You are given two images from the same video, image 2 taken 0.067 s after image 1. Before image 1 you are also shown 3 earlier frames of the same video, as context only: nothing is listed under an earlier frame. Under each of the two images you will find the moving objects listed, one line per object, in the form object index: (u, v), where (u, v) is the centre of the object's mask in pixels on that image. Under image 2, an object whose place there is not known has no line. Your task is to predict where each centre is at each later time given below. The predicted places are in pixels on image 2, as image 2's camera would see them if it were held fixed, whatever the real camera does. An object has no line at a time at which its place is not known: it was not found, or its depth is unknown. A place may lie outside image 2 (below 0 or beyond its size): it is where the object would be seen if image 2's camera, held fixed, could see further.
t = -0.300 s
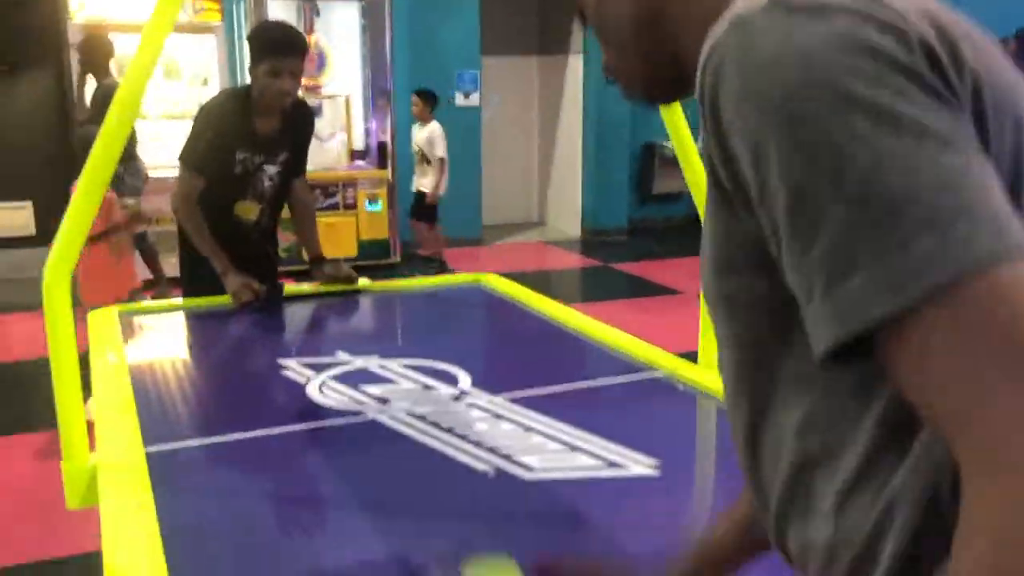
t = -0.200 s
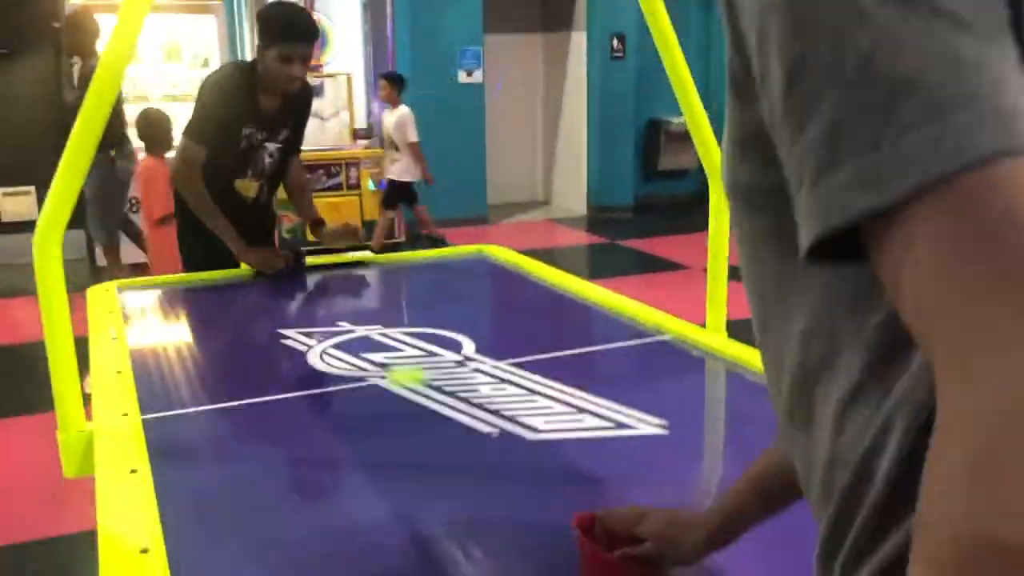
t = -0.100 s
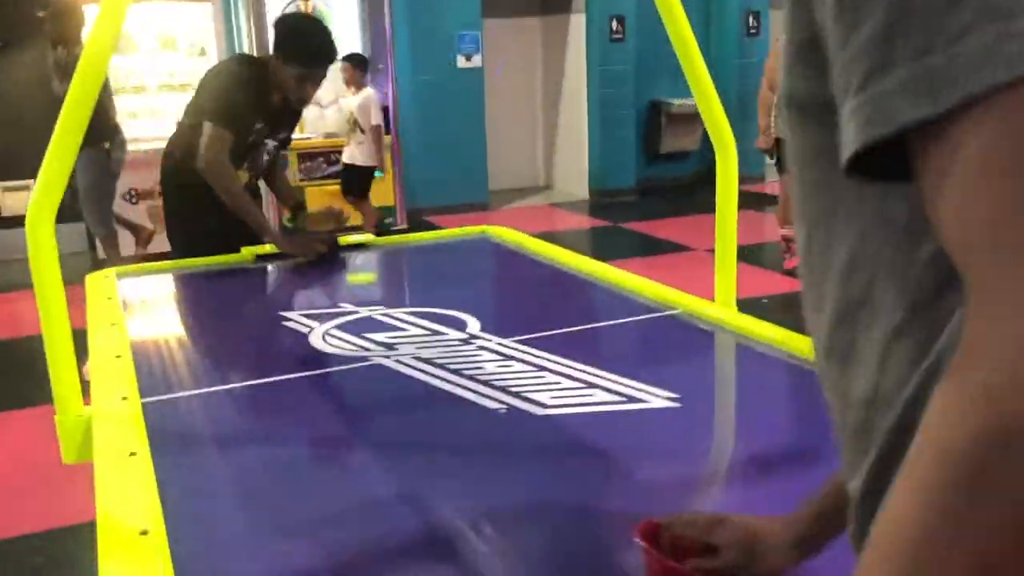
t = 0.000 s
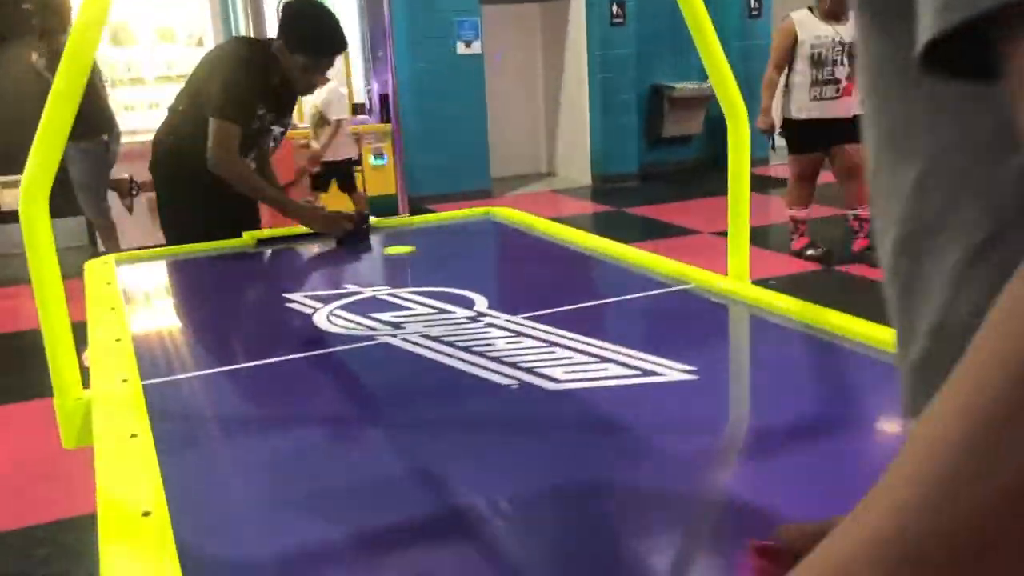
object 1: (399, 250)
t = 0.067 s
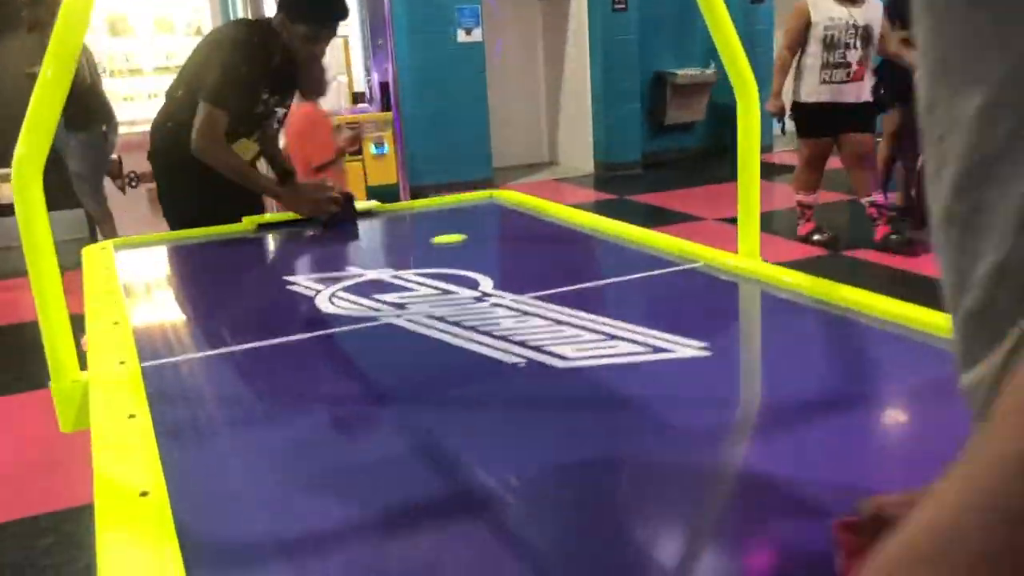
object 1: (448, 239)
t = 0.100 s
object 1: (474, 241)
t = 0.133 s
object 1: (501, 244)
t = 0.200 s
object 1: (557, 250)
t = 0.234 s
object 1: (588, 253)
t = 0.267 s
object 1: (622, 256)
